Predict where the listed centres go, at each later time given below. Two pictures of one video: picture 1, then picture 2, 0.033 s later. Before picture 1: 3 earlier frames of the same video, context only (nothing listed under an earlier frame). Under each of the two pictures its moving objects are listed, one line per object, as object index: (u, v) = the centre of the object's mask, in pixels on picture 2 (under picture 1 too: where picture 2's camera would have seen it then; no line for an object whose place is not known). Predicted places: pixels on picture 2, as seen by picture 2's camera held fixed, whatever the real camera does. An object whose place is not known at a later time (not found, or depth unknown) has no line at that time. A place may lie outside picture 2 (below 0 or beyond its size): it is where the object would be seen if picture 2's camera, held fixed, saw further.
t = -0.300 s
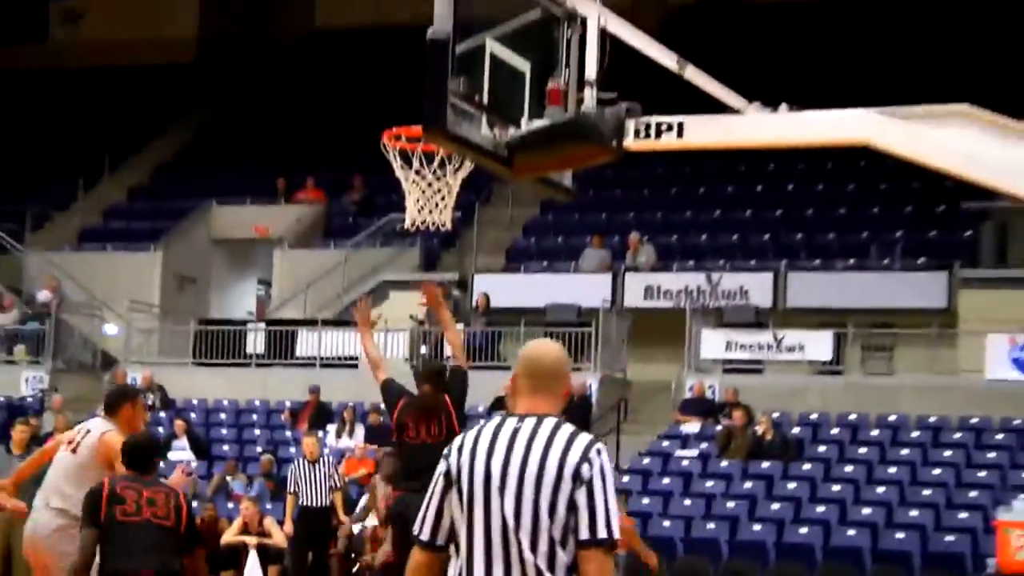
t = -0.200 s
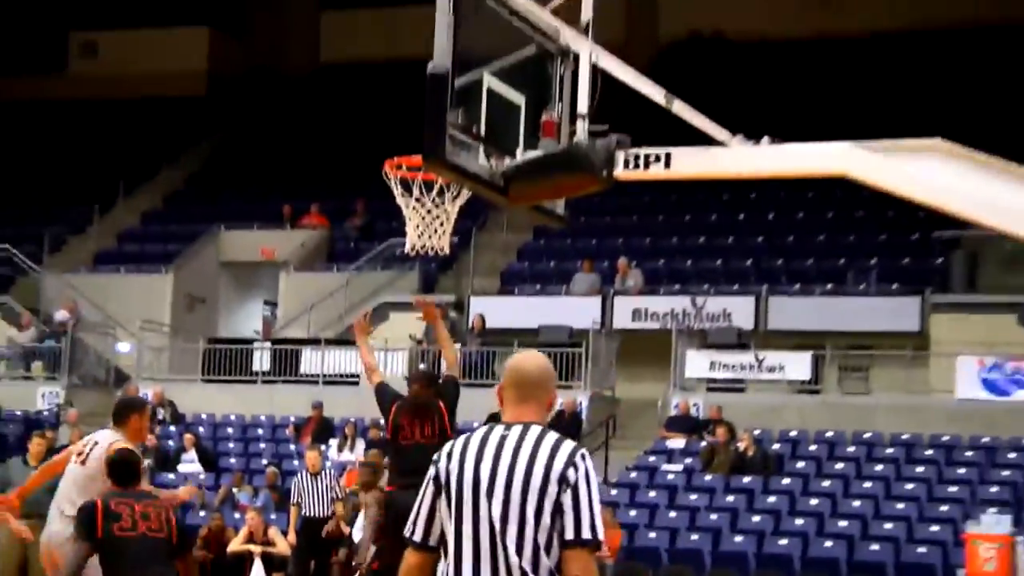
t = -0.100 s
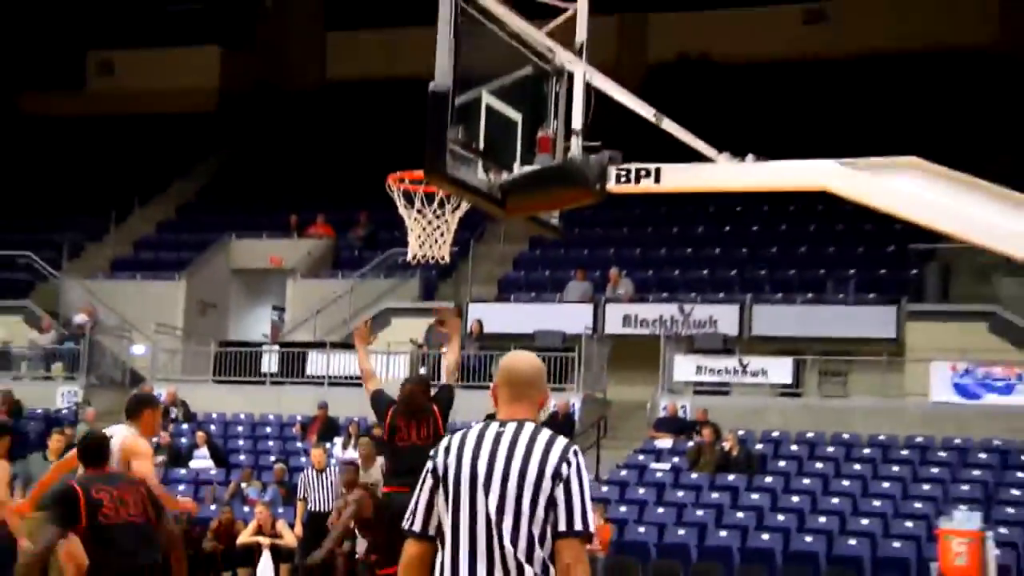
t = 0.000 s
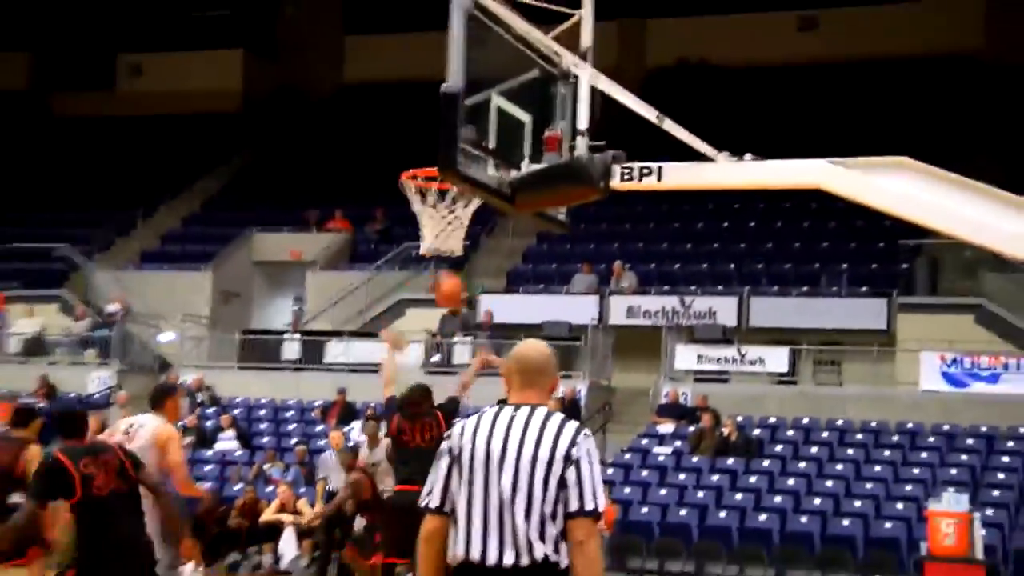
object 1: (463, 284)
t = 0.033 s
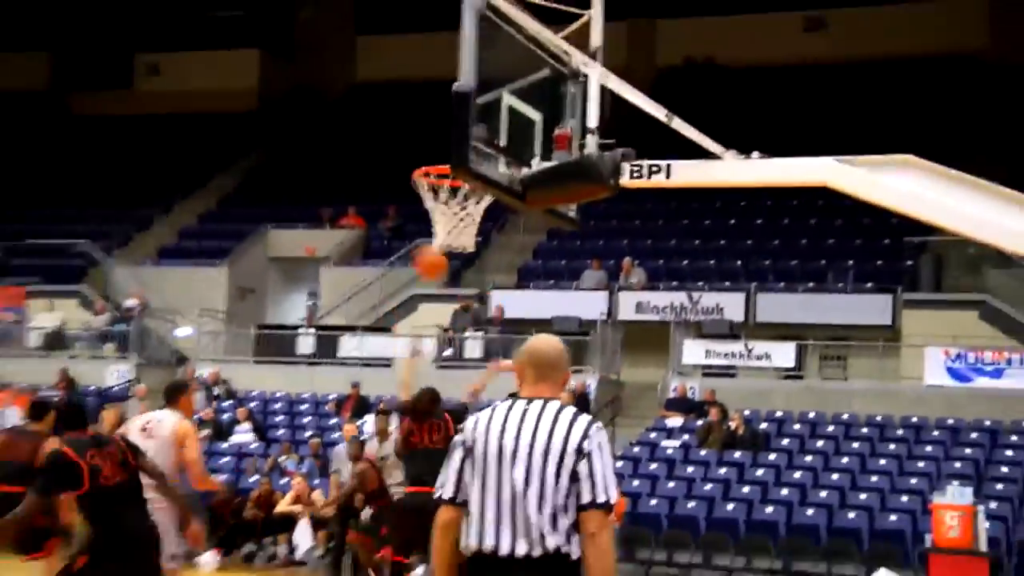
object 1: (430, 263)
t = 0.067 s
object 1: (397, 240)
